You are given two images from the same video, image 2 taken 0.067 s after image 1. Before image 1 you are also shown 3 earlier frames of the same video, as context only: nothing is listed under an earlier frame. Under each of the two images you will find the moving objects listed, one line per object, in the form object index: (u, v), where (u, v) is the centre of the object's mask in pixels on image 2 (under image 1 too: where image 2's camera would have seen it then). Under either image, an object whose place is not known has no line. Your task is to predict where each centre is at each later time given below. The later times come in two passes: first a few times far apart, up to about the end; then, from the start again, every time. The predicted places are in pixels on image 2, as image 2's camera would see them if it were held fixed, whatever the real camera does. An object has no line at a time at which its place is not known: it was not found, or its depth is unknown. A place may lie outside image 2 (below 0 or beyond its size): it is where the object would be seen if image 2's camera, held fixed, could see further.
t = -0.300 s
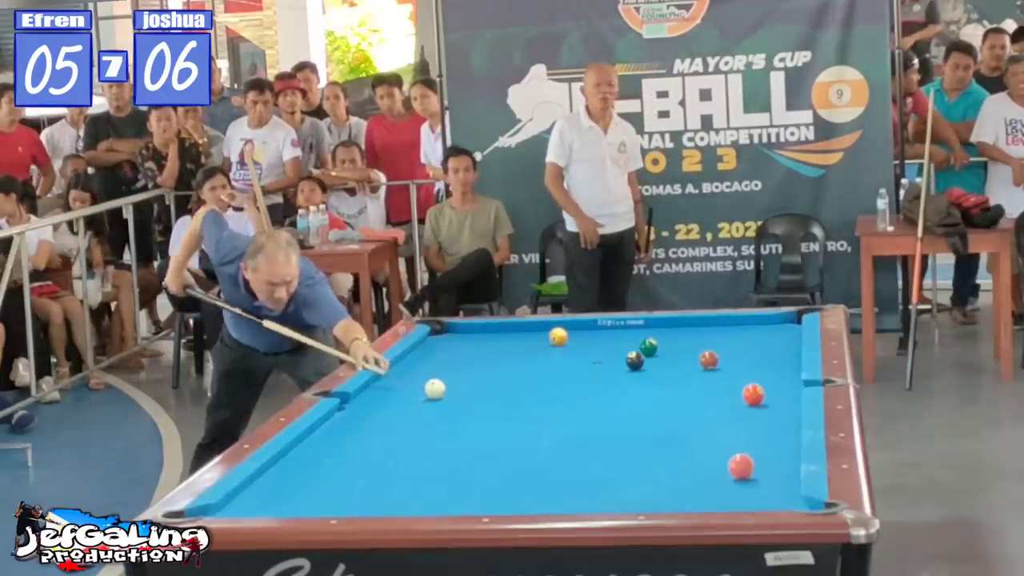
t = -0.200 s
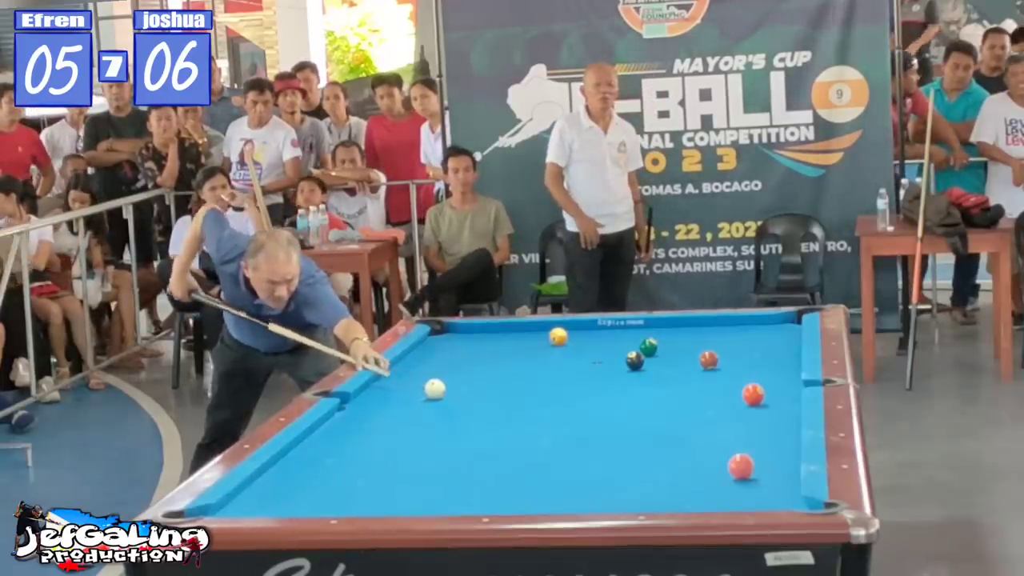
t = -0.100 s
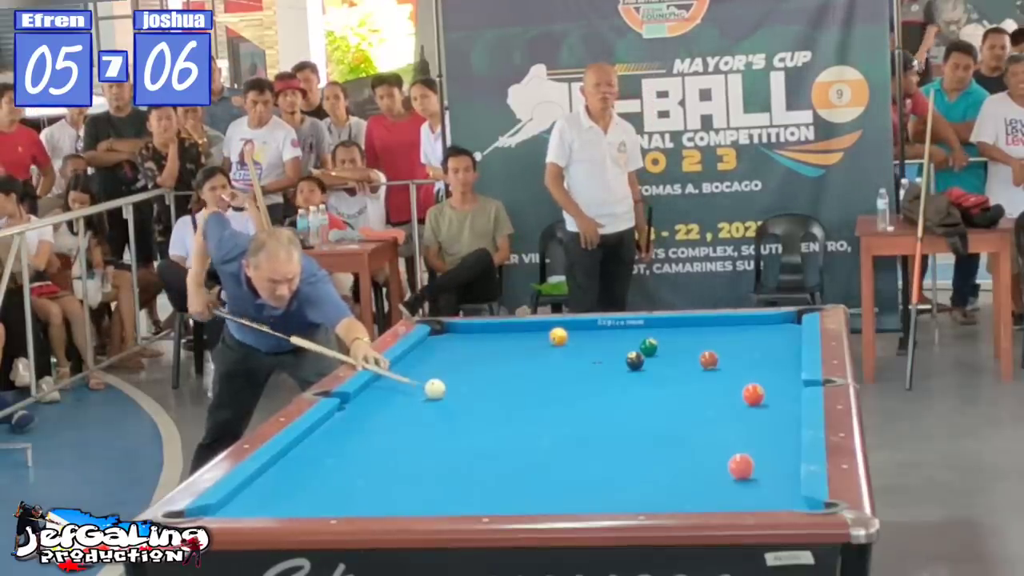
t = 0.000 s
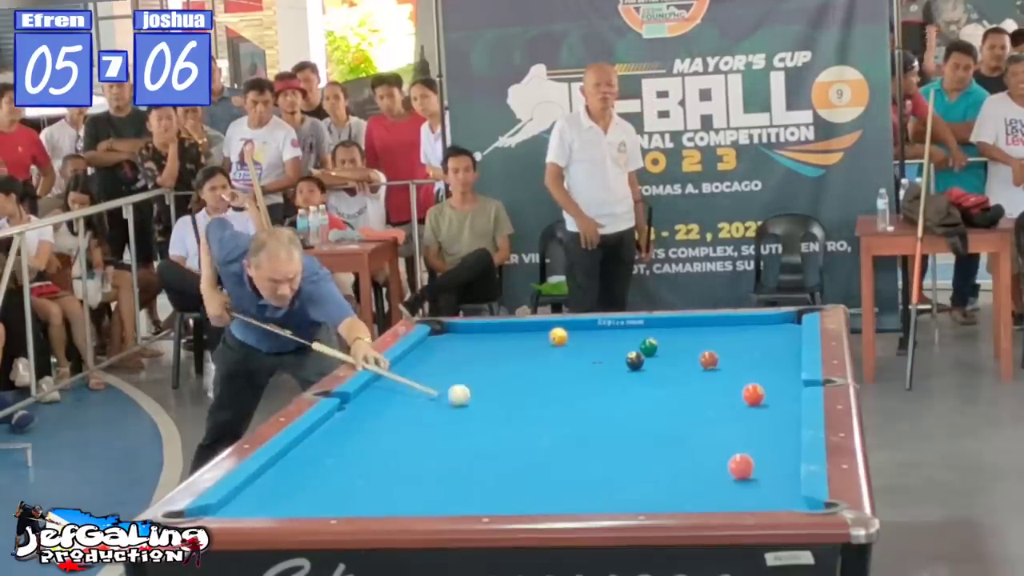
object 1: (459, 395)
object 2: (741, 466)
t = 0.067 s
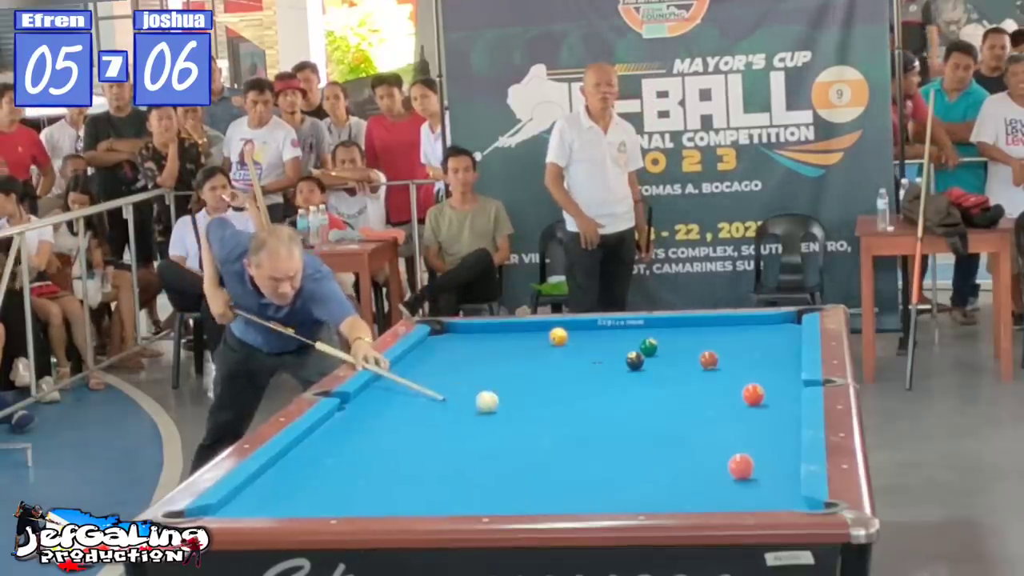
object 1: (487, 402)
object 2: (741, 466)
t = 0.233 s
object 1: (554, 418)
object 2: (741, 466)
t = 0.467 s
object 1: (639, 438)
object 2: (741, 466)
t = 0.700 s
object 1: (726, 458)
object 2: (742, 467)
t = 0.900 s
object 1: (788, 460)
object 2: (763, 486)
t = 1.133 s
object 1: (752, 460)
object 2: (787, 502)
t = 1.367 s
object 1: (719, 460)
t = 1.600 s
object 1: (687, 460)
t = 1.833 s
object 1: (657, 460)
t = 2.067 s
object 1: (630, 460)
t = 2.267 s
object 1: (607, 461)
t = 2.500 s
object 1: (583, 461)
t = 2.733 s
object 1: (560, 461)
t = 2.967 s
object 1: (539, 461)
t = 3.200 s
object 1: (520, 461)
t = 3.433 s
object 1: (503, 461)
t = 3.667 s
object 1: (487, 461)
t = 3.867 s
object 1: (475, 461)
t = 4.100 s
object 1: (463, 461)
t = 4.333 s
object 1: (453, 461)
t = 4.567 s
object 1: (444, 461)
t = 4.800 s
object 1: (437, 461)
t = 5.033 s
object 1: (432, 461)
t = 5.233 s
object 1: (429, 461)
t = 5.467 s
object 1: (427, 461)
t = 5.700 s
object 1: (426, 462)
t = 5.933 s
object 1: (426, 462)
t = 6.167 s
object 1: (426, 462)
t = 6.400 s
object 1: (426, 462)
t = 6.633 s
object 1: (425, 462)
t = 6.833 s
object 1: (425, 461)
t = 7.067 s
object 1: (425, 461)
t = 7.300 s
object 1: (425, 461)
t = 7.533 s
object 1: (426, 461)
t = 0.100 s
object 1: (500, 405)
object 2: (741, 466)
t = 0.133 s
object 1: (514, 408)
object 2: (741, 466)
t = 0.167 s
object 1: (528, 411)
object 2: (741, 466)
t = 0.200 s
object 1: (541, 415)
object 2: (741, 466)
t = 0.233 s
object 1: (554, 418)
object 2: (741, 466)
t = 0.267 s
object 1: (566, 421)
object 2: (741, 466)
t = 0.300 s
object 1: (579, 424)
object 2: (741, 466)
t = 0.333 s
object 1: (591, 427)
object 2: (741, 466)
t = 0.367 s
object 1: (603, 430)
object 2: (741, 466)
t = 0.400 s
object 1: (614, 433)
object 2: (741, 466)
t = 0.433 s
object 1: (626, 435)
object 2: (741, 466)
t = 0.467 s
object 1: (639, 438)
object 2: (741, 466)
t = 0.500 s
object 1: (651, 441)
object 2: (741, 466)
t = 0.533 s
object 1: (663, 444)
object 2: (741, 466)
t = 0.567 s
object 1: (676, 447)
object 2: (741, 466)
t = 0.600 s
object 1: (689, 450)
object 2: (741, 466)
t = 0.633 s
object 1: (703, 453)
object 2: (741, 466)
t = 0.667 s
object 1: (716, 456)
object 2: (741, 466)
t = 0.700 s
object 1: (726, 458)
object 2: (742, 467)
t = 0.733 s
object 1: (738, 456)
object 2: (744, 469)
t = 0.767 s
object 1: (750, 456)
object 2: (747, 472)
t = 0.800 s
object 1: (760, 458)
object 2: (751, 476)
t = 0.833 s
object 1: (769, 459)
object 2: (756, 479)
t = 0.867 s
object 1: (779, 459)
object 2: (760, 482)
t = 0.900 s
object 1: (788, 460)
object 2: (763, 486)
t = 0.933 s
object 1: (784, 460)
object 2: (767, 488)
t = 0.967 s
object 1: (778, 460)
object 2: (770, 491)
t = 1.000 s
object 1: (772, 460)
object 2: (774, 493)
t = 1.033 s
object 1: (767, 460)
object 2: (777, 495)
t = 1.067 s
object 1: (762, 460)
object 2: (780, 498)
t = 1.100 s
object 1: (757, 460)
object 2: (784, 500)
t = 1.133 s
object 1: (752, 460)
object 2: (787, 502)
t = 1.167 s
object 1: (747, 460)
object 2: (791, 504)
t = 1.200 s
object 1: (743, 460)
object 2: (796, 507)
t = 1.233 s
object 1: (738, 460)
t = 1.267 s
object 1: (733, 460)
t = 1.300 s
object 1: (728, 460)
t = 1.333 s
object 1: (723, 460)
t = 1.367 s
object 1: (719, 460)
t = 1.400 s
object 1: (714, 460)
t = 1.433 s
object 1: (710, 460)
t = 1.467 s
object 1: (705, 460)
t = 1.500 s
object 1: (700, 460)
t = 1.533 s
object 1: (696, 460)
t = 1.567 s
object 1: (691, 460)
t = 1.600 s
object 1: (687, 460)
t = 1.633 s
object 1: (683, 460)
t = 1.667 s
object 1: (678, 460)
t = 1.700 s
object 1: (674, 460)
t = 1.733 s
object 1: (670, 460)
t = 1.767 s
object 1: (666, 460)
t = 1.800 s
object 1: (661, 460)
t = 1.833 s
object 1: (657, 460)
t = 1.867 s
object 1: (653, 460)
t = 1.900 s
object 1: (649, 460)
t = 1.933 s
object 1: (645, 460)
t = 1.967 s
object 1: (641, 460)
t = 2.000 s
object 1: (637, 460)
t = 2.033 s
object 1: (634, 460)
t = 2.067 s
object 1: (630, 460)
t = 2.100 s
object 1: (626, 460)
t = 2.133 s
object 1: (622, 460)
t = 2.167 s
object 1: (618, 461)
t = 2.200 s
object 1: (614, 461)
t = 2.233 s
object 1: (611, 461)
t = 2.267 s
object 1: (607, 461)
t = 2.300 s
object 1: (604, 461)
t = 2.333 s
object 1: (600, 461)
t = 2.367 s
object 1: (597, 461)
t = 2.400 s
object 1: (593, 461)
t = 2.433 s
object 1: (590, 461)
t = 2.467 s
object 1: (586, 461)
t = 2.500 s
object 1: (583, 461)
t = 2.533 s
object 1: (579, 461)
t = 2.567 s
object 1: (576, 461)
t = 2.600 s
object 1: (573, 461)
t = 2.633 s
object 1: (570, 461)
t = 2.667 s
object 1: (567, 461)
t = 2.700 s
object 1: (563, 461)
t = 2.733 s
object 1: (560, 461)
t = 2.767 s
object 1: (557, 461)
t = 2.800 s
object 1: (554, 461)
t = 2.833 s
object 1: (551, 461)
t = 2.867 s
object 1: (548, 461)
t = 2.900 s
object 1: (545, 461)
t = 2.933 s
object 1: (542, 461)
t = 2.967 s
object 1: (539, 461)
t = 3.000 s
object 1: (536, 461)
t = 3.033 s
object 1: (533, 461)
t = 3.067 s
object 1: (531, 461)
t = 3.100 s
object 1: (528, 461)
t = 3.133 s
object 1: (525, 461)
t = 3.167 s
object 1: (523, 461)
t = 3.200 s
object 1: (520, 461)
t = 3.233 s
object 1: (517, 461)
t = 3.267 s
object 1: (515, 461)
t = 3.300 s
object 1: (513, 461)
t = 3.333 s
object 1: (510, 461)
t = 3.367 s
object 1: (508, 461)
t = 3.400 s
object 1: (505, 461)
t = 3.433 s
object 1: (503, 461)
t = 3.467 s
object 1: (500, 461)
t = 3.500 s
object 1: (498, 461)
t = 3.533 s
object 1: (496, 461)
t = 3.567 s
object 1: (493, 461)
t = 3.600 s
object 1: (491, 461)
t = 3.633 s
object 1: (489, 461)
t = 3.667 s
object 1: (487, 461)
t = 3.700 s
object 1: (485, 461)
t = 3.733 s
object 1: (483, 461)
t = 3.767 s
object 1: (481, 461)
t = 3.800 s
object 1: (479, 461)
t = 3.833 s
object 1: (477, 461)
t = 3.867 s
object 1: (475, 461)
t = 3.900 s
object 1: (473, 461)
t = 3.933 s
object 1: (471, 461)
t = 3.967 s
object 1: (470, 461)
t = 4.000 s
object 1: (468, 461)
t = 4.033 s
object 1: (466, 461)
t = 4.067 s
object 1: (465, 461)
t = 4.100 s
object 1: (463, 461)
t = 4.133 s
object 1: (462, 461)
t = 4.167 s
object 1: (460, 461)
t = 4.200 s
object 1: (458, 461)
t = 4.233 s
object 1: (457, 461)
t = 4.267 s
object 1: (455, 461)
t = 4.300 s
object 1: (454, 460)
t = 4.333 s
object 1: (453, 461)
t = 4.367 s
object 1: (451, 460)
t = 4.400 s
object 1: (450, 460)
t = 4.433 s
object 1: (449, 461)
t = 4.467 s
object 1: (448, 461)
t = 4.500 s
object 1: (447, 461)
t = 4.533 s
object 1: (445, 461)
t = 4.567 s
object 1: (444, 461)
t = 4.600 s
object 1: (443, 461)
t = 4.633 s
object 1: (442, 461)
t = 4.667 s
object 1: (441, 461)
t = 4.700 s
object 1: (440, 461)
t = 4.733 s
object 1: (439, 461)
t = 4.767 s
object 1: (438, 461)
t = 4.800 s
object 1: (437, 461)
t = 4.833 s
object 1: (436, 461)
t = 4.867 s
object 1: (435, 461)
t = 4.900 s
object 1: (434, 461)
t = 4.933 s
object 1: (434, 461)
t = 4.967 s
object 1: (433, 461)
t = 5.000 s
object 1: (433, 461)
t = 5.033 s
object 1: (432, 461)
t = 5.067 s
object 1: (431, 461)
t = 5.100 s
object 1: (431, 461)
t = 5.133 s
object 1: (430, 461)
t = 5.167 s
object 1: (429, 461)
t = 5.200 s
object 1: (429, 461)
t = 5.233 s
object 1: (429, 461)
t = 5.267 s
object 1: (428, 461)
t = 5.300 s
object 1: (428, 461)
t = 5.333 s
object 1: (428, 461)
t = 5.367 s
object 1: (427, 461)
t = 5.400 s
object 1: (427, 461)
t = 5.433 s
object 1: (427, 461)
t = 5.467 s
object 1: (427, 461)
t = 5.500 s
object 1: (426, 461)
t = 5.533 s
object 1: (426, 461)
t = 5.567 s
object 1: (426, 461)
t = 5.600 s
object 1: (426, 461)
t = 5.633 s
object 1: (426, 461)
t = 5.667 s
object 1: (426, 462)
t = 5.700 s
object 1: (426, 462)
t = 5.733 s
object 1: (426, 462)
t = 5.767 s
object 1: (426, 462)
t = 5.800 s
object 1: (426, 462)
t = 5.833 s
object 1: (426, 462)
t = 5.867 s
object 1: (426, 462)
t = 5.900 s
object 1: (426, 462)
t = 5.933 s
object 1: (426, 462)
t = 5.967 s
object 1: (426, 462)
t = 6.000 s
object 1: (426, 462)
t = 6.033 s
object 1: (426, 462)
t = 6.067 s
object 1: (426, 462)
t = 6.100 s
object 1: (426, 462)
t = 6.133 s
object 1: (426, 462)
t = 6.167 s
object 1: (426, 462)
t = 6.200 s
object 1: (426, 462)
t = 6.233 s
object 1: (426, 462)
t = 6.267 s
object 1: (426, 462)
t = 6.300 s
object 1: (426, 462)
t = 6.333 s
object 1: (426, 462)
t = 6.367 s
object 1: (426, 462)
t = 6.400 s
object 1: (426, 462)
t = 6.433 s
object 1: (426, 462)
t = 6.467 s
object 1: (426, 462)
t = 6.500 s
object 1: (426, 461)
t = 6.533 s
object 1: (426, 462)
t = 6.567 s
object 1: (426, 462)
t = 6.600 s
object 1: (426, 462)
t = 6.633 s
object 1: (425, 462)
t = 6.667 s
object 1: (426, 462)
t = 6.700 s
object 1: (426, 461)
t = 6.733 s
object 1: (426, 462)
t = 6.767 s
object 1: (425, 461)
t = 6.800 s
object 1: (426, 462)
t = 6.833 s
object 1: (425, 461)
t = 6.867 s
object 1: (425, 461)
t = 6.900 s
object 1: (426, 462)
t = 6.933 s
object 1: (426, 462)
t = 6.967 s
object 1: (426, 462)
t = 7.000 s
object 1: (426, 462)
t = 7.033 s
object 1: (425, 461)
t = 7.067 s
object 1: (425, 461)
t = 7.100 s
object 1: (425, 462)
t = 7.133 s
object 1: (425, 462)
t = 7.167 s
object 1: (425, 462)
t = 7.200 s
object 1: (425, 462)
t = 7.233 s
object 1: (425, 461)
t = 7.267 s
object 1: (425, 461)
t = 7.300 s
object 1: (425, 461)
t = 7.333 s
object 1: (425, 461)
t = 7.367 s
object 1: (425, 461)
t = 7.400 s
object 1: (425, 461)
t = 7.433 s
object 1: (426, 461)
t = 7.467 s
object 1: (426, 461)
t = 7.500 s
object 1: (426, 461)
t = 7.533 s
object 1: (426, 461)
